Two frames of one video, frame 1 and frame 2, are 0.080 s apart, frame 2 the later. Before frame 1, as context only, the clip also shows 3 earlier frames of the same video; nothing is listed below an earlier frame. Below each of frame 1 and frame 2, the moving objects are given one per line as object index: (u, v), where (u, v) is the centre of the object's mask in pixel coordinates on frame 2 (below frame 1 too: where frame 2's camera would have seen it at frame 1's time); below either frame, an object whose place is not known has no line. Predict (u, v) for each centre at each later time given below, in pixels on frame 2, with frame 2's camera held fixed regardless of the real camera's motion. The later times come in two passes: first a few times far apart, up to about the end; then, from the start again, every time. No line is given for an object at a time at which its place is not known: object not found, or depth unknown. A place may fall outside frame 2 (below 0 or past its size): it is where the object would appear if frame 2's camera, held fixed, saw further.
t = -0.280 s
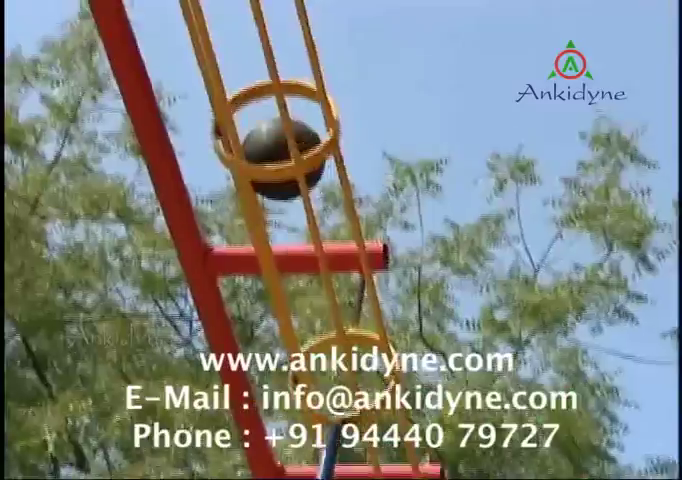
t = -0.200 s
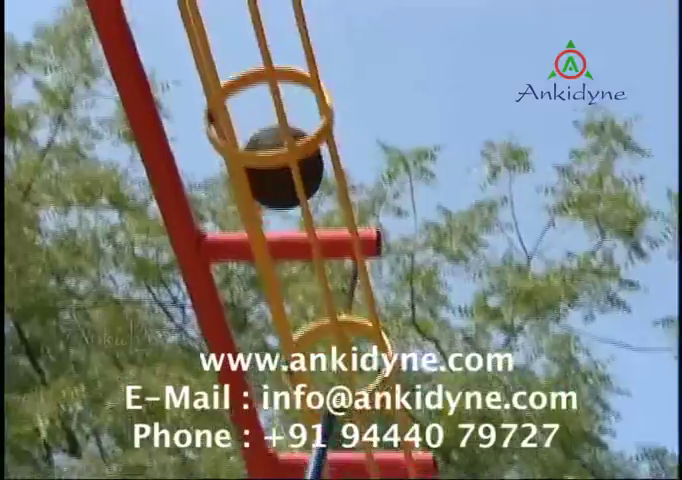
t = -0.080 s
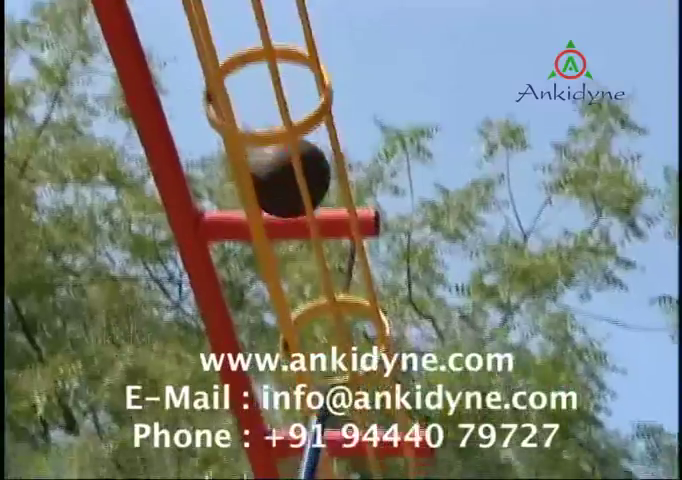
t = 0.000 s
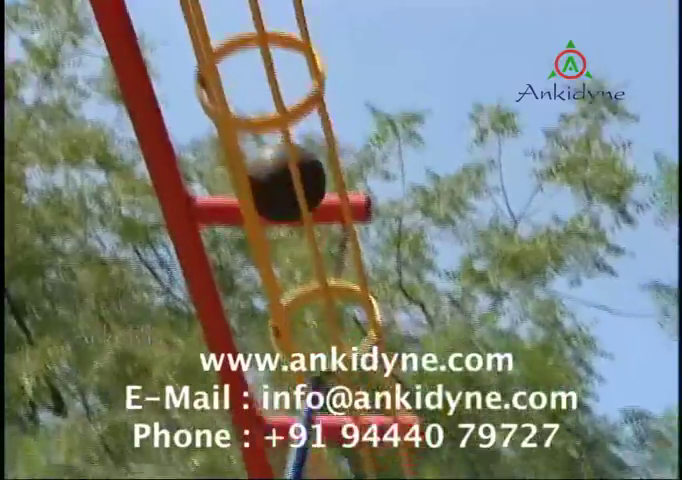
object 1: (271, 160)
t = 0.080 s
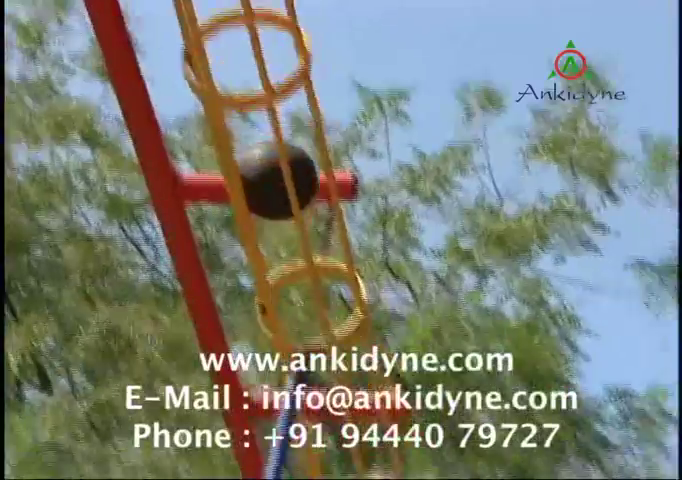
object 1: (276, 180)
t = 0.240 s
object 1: (284, 215)
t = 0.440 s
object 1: (294, 260)
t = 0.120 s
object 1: (277, 189)
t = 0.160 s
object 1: (280, 199)
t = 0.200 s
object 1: (282, 207)
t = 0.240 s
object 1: (284, 215)
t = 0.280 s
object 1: (287, 224)
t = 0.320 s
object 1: (289, 233)
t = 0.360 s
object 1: (291, 241)
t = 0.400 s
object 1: (293, 252)
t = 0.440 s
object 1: (294, 260)
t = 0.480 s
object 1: (296, 267)
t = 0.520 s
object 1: (298, 276)
